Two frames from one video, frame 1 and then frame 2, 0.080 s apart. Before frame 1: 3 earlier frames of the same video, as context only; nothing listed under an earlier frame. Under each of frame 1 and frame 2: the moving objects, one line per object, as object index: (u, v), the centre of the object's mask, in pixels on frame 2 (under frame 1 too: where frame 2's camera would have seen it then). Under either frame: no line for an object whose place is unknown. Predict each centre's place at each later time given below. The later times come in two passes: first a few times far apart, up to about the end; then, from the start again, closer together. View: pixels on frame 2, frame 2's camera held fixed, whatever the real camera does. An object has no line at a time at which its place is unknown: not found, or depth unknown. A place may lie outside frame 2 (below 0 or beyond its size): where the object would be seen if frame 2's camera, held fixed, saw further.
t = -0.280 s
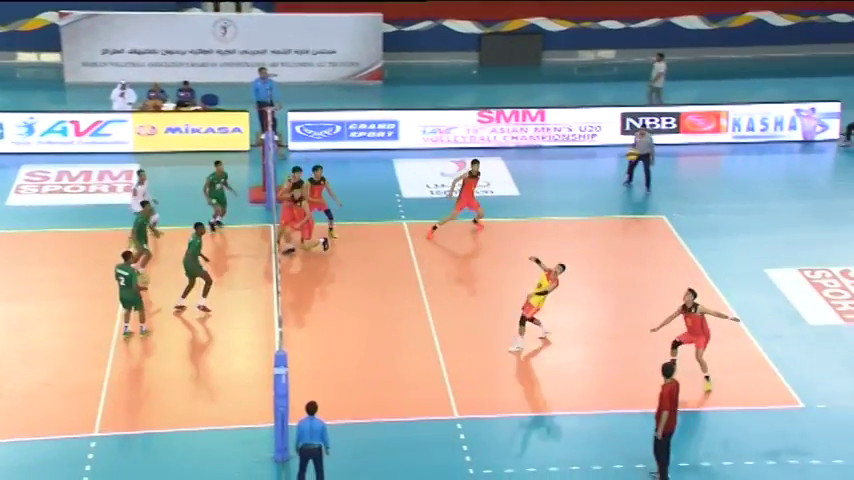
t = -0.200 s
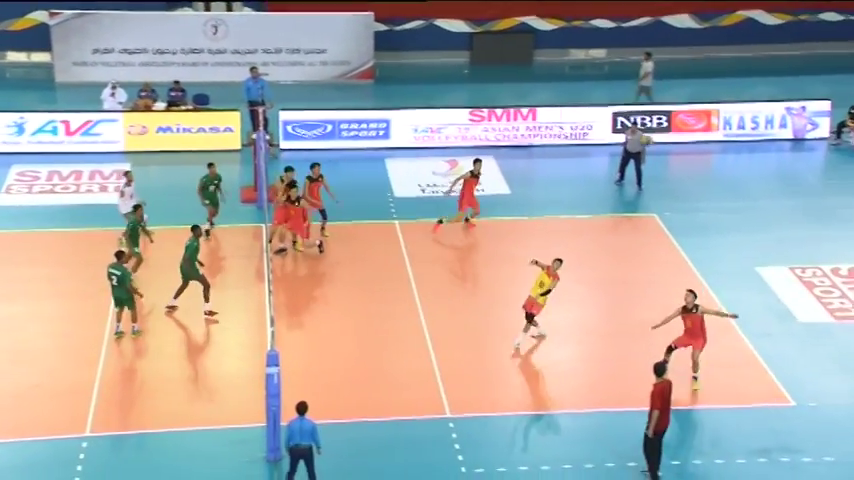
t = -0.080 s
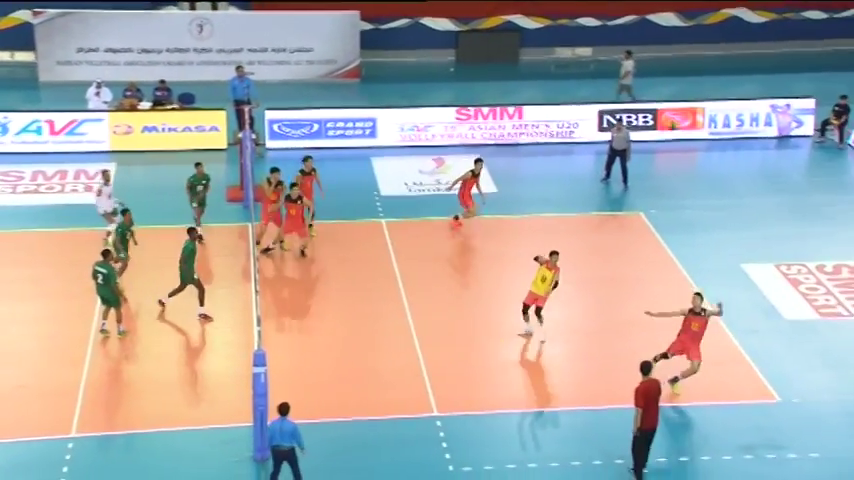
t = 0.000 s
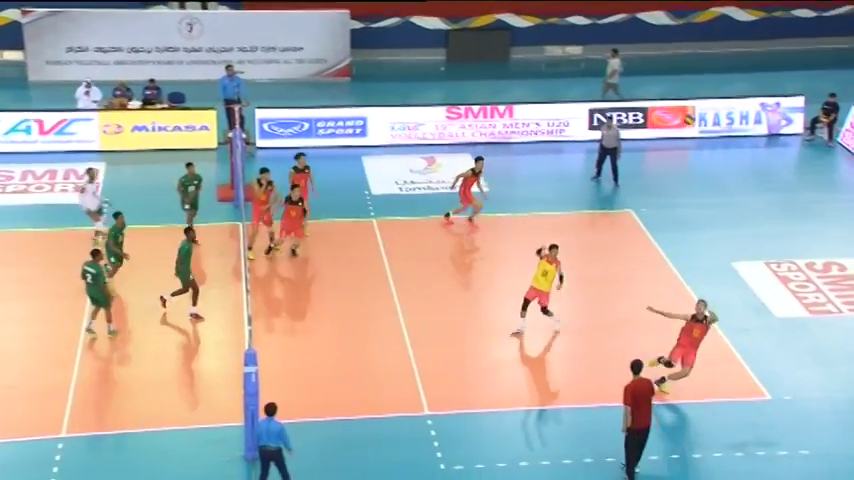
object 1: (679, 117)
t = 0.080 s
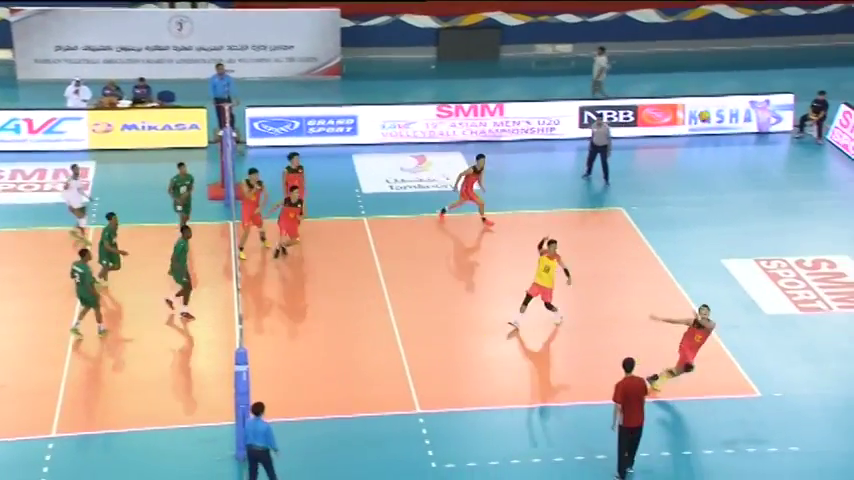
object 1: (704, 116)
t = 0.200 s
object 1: (741, 122)
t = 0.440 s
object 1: (814, 160)
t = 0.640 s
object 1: (870, 219)
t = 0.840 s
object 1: (920, 299)
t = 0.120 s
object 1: (717, 117)
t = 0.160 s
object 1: (728, 119)
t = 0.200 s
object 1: (741, 122)
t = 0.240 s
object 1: (754, 127)
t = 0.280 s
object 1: (766, 130)
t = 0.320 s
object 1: (778, 137)
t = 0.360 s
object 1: (790, 144)
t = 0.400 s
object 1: (803, 151)
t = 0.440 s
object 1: (814, 160)
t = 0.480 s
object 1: (826, 170)
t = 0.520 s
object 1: (837, 182)
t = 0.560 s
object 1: (847, 193)
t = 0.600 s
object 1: (859, 206)
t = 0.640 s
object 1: (870, 219)
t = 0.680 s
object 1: (880, 234)
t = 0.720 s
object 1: (890, 249)
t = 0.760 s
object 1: (900, 265)
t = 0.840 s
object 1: (920, 299)
